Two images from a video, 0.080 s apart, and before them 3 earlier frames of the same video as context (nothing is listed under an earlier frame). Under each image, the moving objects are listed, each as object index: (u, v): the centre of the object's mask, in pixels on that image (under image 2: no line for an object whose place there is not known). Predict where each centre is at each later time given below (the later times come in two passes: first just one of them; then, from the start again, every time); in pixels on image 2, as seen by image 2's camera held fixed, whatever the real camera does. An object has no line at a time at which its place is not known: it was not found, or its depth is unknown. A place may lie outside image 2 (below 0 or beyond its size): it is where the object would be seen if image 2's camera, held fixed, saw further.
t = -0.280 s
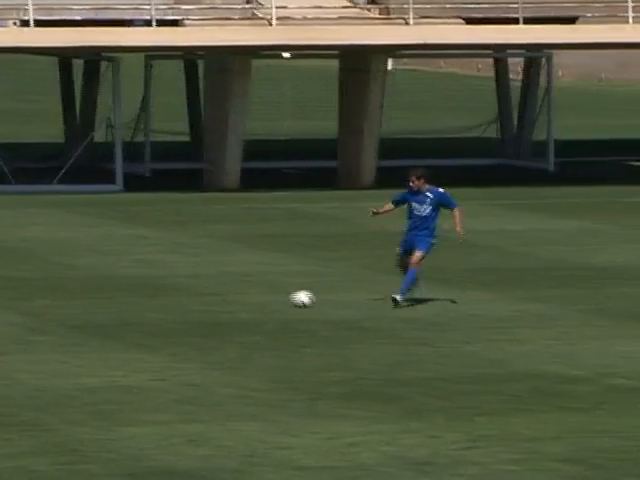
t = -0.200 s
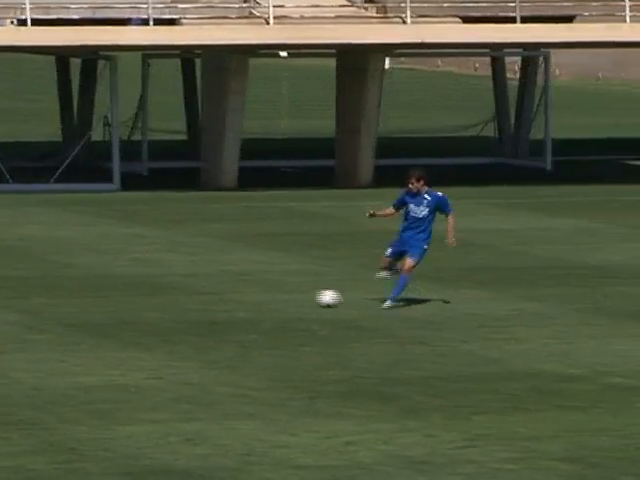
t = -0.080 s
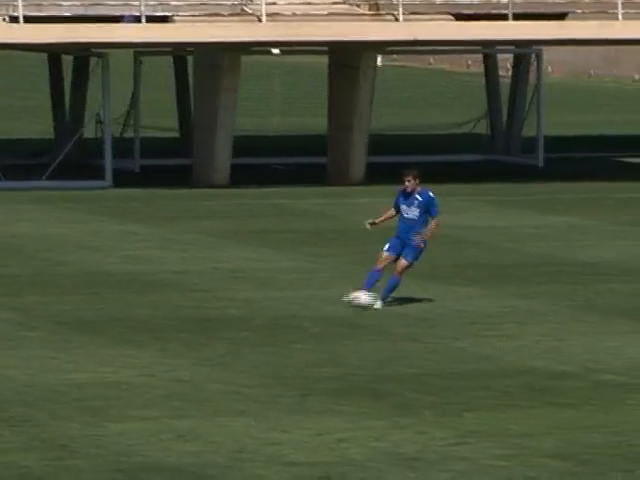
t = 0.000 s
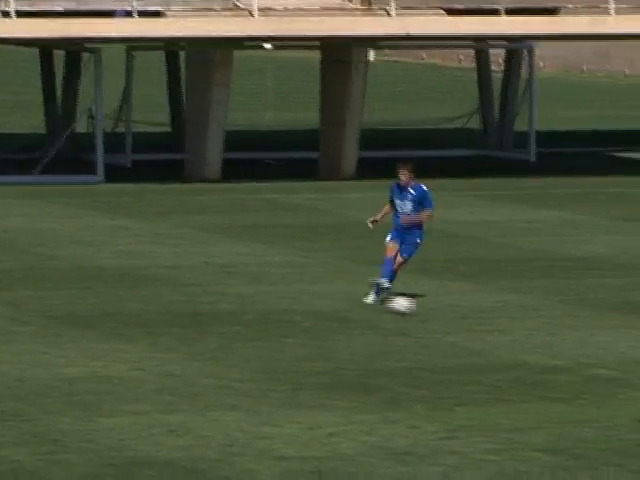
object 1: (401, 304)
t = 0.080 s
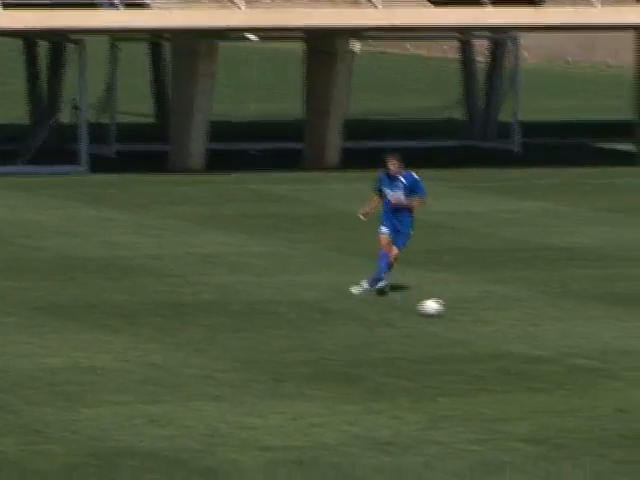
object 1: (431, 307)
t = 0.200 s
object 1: (502, 325)
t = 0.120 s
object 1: (454, 312)
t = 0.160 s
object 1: (477, 318)
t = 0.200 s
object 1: (502, 325)
